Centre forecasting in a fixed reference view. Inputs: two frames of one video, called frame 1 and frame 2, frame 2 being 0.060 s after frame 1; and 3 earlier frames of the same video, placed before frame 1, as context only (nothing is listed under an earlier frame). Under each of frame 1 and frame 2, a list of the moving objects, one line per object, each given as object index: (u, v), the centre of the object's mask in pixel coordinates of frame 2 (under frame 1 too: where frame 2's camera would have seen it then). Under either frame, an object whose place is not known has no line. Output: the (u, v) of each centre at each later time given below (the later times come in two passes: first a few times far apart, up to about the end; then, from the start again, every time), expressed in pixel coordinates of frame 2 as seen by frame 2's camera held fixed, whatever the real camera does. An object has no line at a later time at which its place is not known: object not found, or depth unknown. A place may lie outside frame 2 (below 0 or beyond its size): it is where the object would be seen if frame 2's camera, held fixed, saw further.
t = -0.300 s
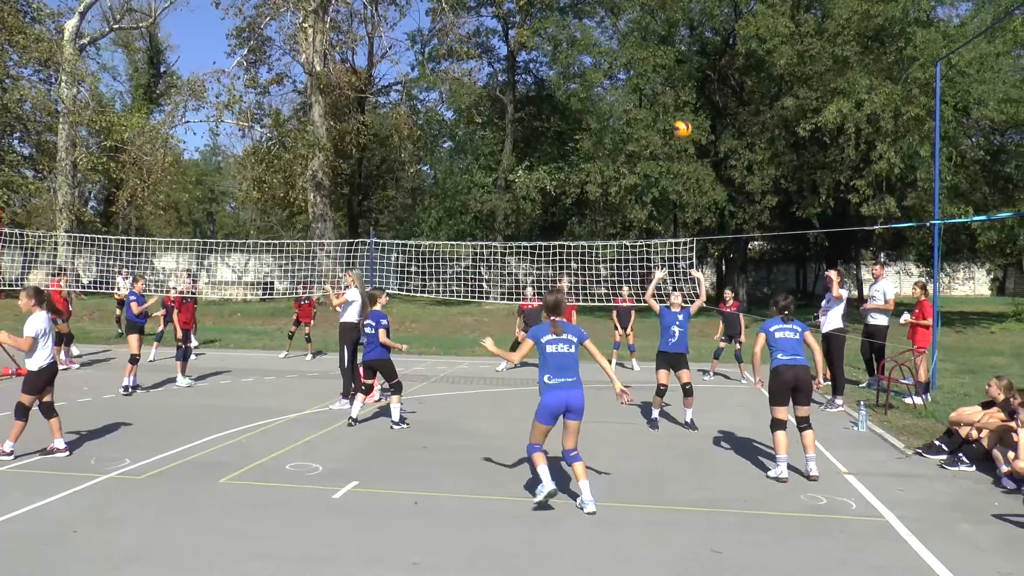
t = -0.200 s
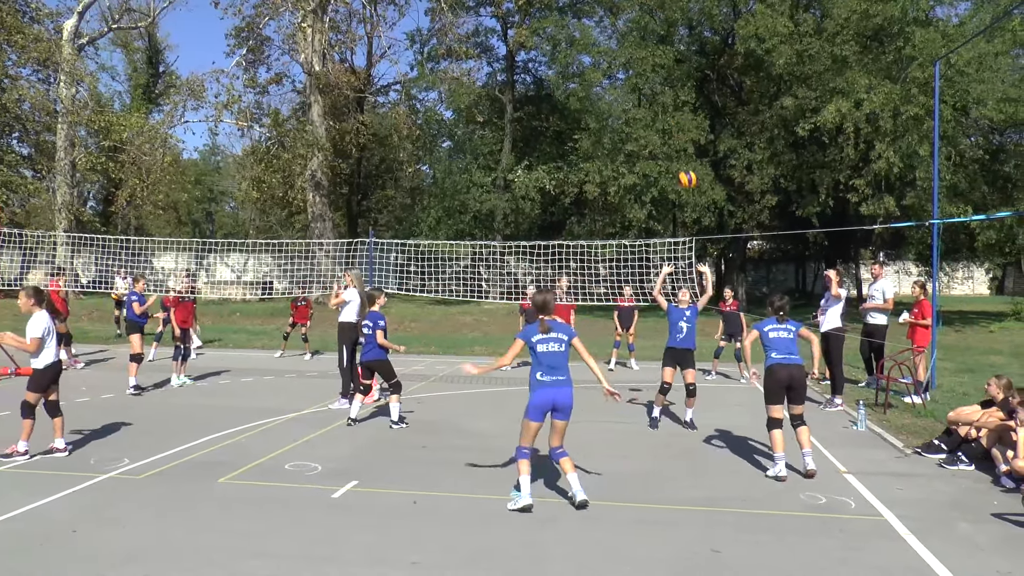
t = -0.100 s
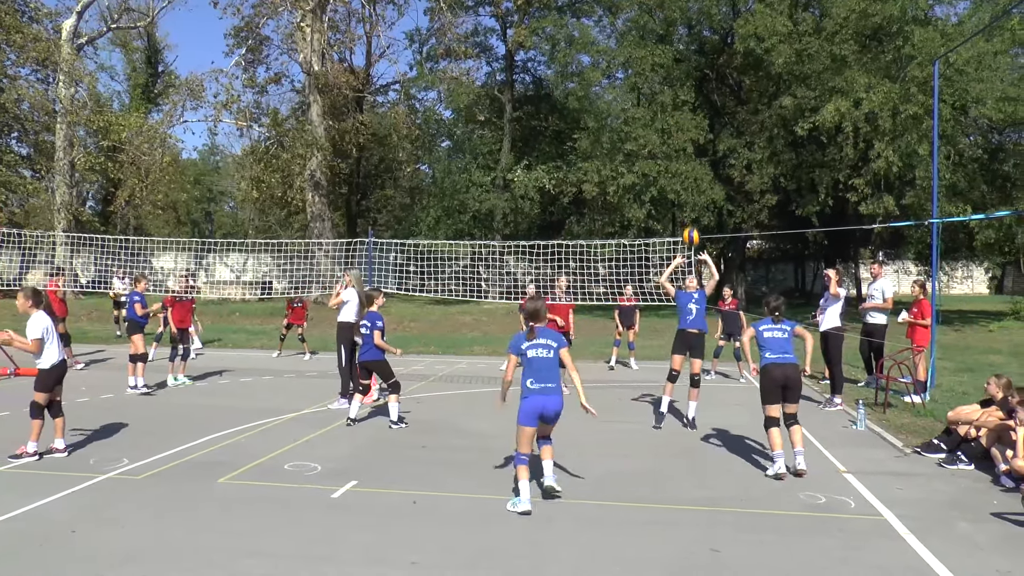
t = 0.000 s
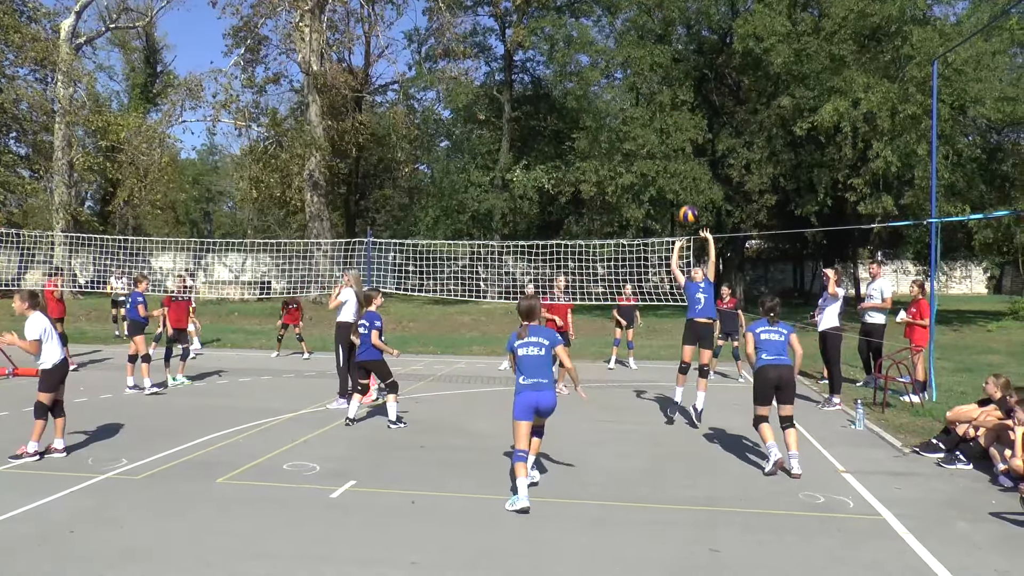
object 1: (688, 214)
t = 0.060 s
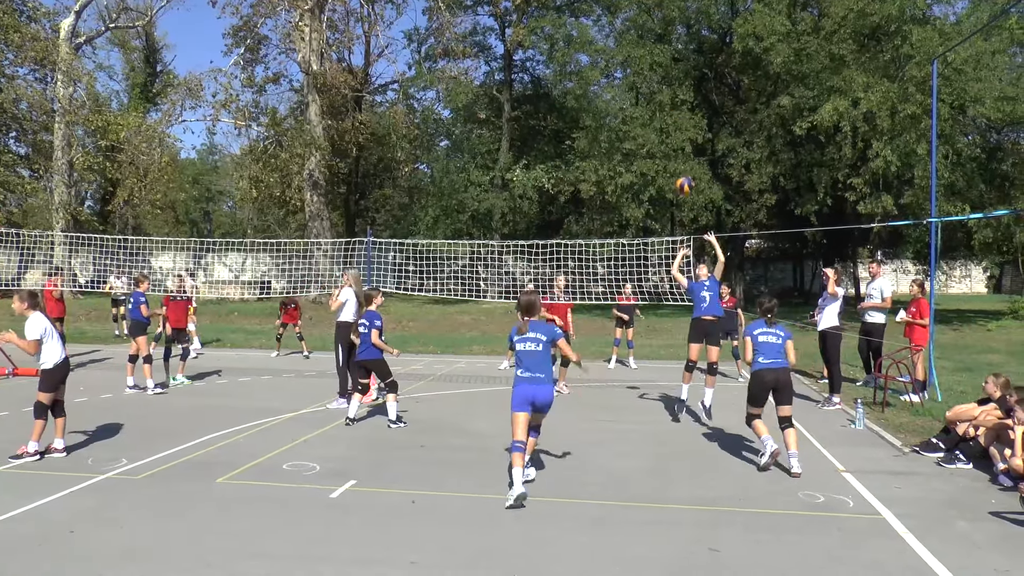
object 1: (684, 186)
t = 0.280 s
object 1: (675, 104)
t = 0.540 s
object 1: (668, 63)
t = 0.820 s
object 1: (658, 89)
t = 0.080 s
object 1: (683, 177)
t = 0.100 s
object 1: (683, 169)
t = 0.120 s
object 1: (682, 160)
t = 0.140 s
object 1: (681, 150)
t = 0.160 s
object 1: (680, 143)
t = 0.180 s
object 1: (680, 135)
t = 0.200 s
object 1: (678, 128)
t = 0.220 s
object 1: (677, 121)
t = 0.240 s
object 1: (676, 115)
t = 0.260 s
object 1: (676, 110)
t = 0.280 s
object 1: (675, 104)
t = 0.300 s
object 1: (675, 99)
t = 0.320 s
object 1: (675, 94)
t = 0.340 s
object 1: (674, 90)
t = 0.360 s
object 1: (674, 85)
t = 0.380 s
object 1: (673, 81)
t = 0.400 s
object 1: (672, 78)
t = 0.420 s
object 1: (671, 75)
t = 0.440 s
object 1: (671, 71)
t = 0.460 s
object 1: (670, 69)
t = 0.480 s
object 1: (669, 68)
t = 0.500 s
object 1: (669, 66)
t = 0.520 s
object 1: (668, 64)
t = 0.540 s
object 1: (668, 63)
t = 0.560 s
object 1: (667, 63)
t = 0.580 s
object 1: (666, 63)
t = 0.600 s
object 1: (666, 63)
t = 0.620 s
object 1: (665, 63)
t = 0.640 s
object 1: (664, 64)
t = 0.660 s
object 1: (664, 65)
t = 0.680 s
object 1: (662, 68)
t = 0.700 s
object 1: (662, 69)
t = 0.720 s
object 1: (661, 72)
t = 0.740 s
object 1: (661, 75)
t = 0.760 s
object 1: (661, 78)
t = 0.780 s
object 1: (660, 81)
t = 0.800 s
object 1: (659, 85)
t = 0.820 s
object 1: (658, 89)
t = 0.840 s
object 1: (658, 94)
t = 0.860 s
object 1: (657, 99)
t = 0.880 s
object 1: (657, 104)
